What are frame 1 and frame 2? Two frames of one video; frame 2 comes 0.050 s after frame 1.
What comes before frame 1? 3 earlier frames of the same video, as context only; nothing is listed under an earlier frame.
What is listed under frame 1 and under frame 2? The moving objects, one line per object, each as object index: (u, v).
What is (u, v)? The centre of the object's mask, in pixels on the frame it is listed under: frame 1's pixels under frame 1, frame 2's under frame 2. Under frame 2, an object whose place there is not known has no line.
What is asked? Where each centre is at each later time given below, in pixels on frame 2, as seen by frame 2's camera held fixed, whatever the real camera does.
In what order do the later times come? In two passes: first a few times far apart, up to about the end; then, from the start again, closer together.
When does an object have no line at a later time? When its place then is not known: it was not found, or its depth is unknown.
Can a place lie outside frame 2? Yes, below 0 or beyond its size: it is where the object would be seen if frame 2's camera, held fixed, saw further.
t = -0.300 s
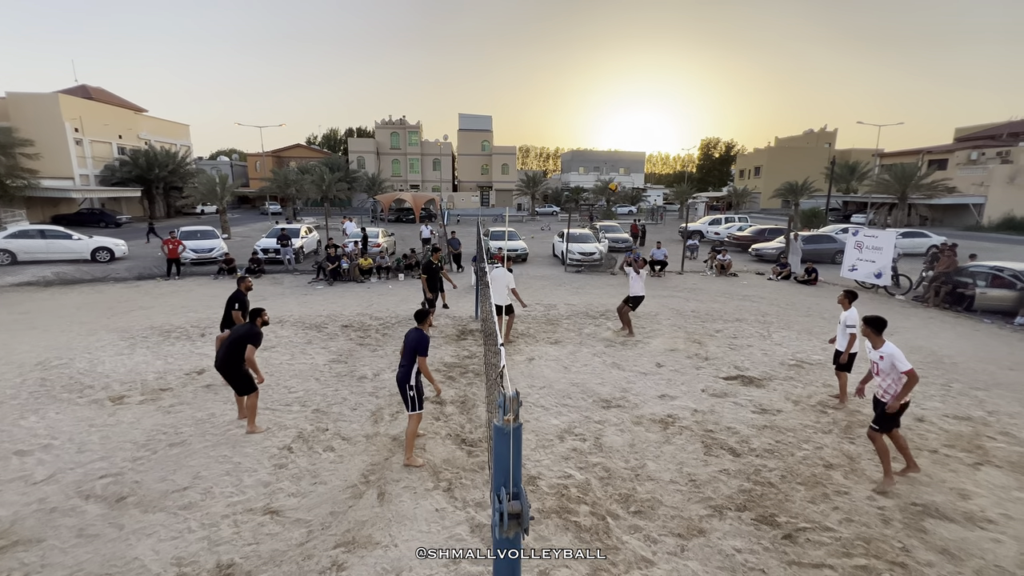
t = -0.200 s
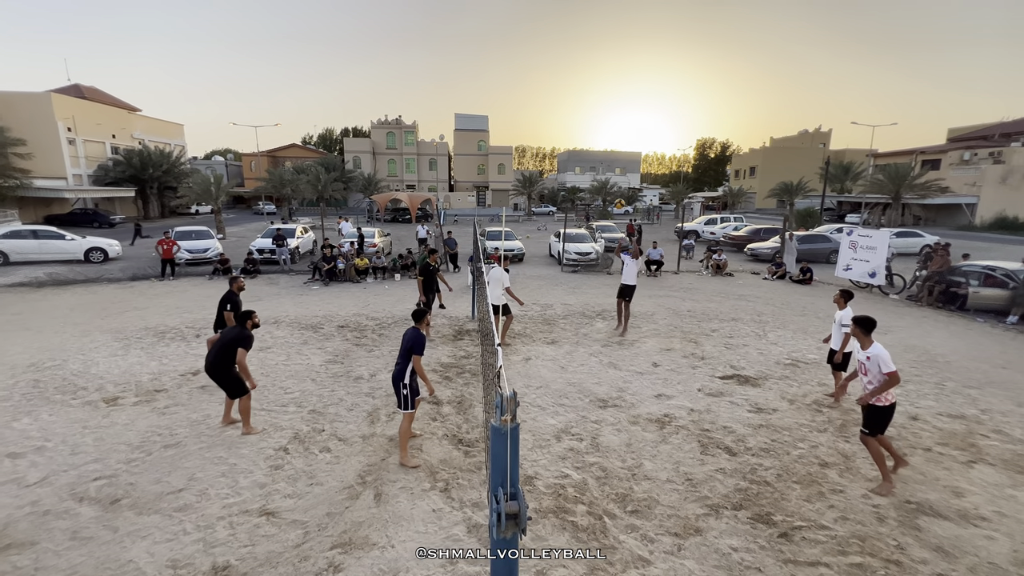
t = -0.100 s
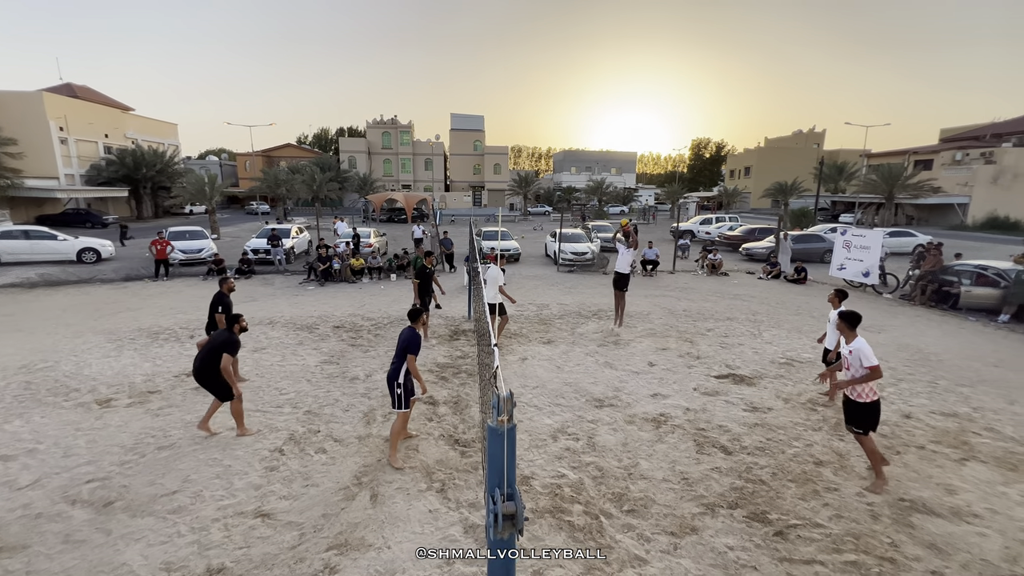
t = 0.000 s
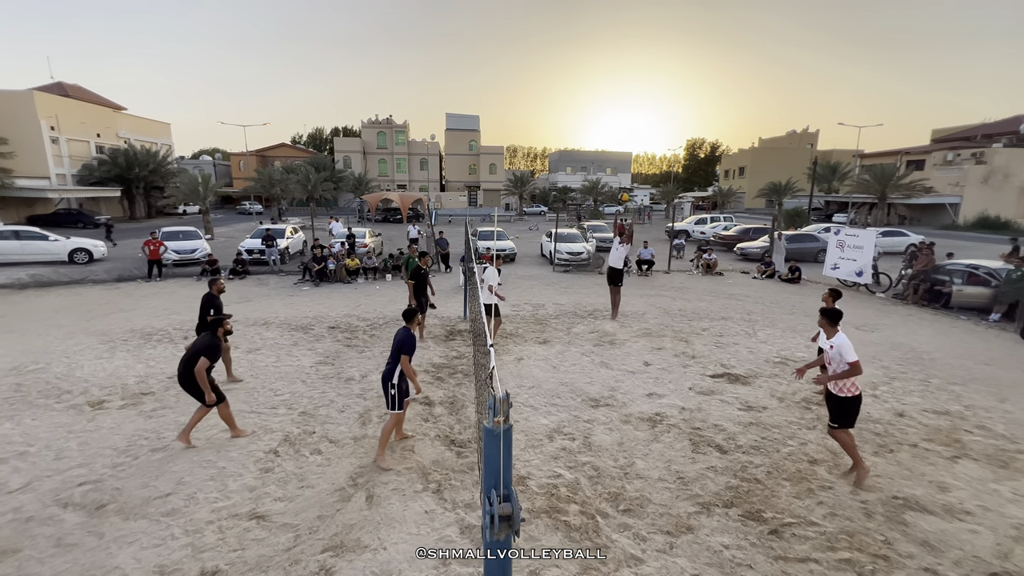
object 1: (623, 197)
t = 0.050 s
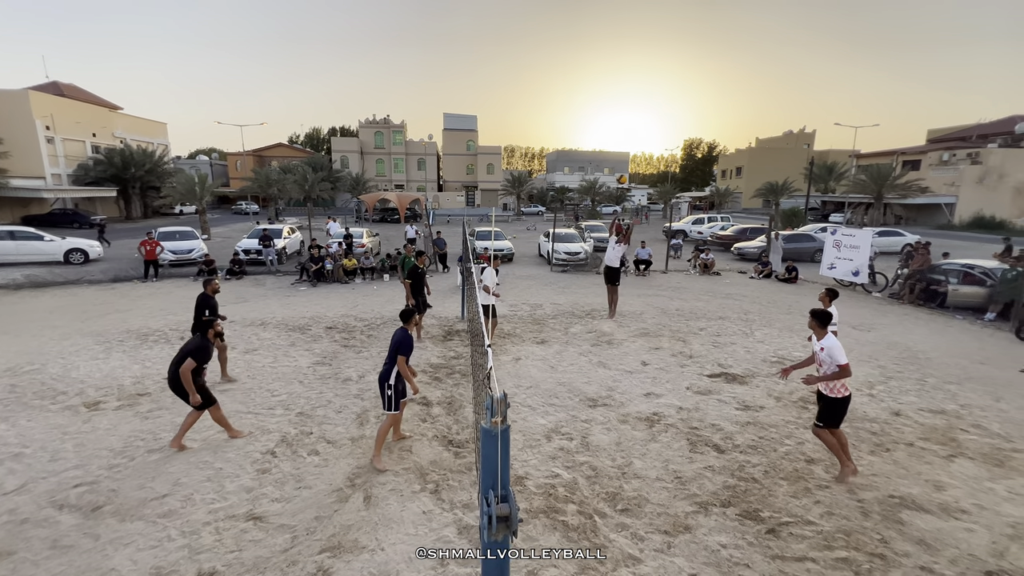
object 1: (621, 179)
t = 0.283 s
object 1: (622, 100)
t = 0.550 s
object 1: (619, 32)
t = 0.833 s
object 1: (613, 4)
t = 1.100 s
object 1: (603, 28)
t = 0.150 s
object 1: (622, 143)
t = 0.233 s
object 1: (622, 115)
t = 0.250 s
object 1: (622, 110)
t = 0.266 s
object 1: (622, 105)
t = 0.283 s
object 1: (622, 100)
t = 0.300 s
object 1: (622, 94)
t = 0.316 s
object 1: (621, 90)
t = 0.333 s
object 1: (621, 84)
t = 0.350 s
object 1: (621, 80)
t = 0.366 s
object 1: (621, 75)
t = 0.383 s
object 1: (621, 71)
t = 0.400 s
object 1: (621, 66)
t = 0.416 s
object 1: (621, 62)
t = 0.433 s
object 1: (621, 58)
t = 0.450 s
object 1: (621, 54)
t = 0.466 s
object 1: (620, 50)
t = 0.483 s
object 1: (620, 46)
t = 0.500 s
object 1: (620, 42)
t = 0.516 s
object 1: (620, 39)
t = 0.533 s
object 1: (620, 35)
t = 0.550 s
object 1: (619, 32)
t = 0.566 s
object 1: (619, 29)
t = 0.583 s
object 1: (619, 26)
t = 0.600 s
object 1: (619, 23)
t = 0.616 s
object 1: (618, 21)
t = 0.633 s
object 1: (618, 18)
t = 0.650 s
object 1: (618, 16)
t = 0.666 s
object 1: (617, 14)
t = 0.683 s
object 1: (617, 12)
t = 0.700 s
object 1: (617, 10)
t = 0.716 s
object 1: (616, 9)
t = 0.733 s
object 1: (616, 7)
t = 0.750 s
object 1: (616, 6)
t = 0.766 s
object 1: (615, 5)
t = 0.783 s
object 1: (615, 5)
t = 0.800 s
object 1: (614, 4)
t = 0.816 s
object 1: (614, 4)
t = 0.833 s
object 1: (613, 4)
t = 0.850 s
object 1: (613, 4)
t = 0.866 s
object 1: (612, 4)
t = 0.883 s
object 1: (612, 4)
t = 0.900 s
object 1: (611, 5)
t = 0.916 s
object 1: (610, 5)
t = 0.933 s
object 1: (610, 6)
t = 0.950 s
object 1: (609, 7)
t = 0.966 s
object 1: (609, 8)
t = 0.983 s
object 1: (608, 10)
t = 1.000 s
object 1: (607, 11)
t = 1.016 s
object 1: (607, 14)
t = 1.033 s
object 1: (606, 16)
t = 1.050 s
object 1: (605, 19)
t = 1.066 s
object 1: (604, 21)
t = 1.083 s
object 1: (603, 25)
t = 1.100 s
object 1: (603, 28)
